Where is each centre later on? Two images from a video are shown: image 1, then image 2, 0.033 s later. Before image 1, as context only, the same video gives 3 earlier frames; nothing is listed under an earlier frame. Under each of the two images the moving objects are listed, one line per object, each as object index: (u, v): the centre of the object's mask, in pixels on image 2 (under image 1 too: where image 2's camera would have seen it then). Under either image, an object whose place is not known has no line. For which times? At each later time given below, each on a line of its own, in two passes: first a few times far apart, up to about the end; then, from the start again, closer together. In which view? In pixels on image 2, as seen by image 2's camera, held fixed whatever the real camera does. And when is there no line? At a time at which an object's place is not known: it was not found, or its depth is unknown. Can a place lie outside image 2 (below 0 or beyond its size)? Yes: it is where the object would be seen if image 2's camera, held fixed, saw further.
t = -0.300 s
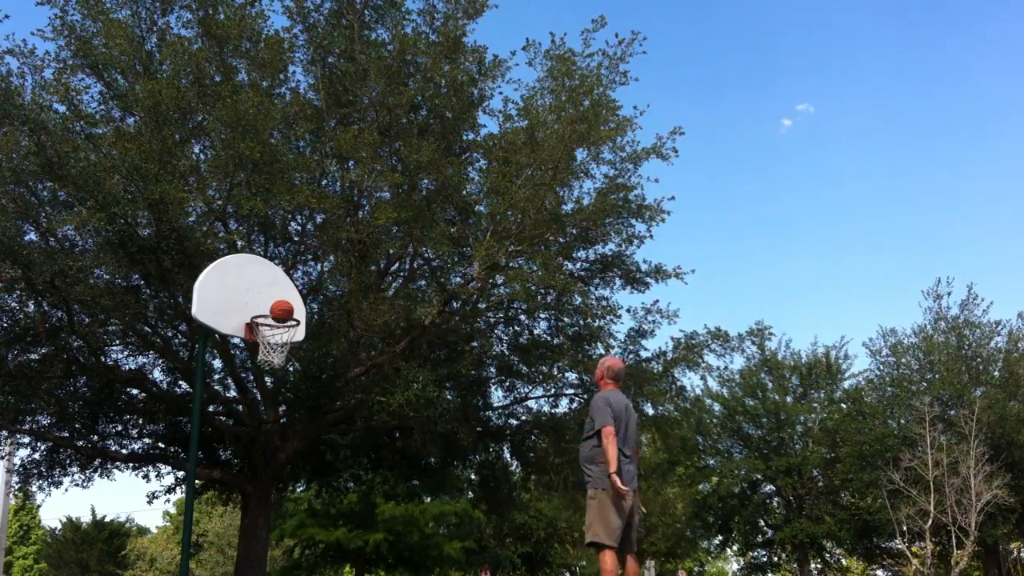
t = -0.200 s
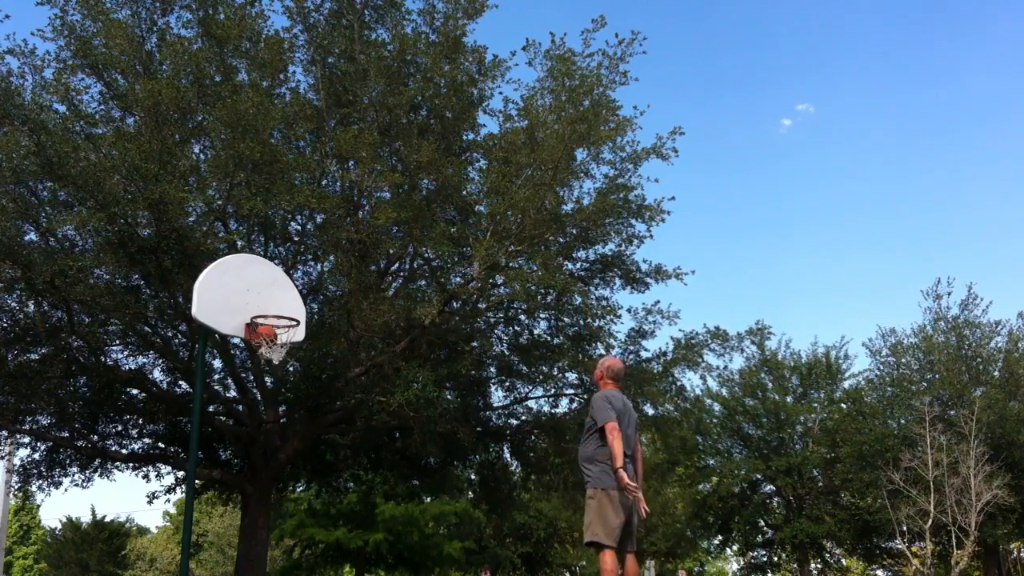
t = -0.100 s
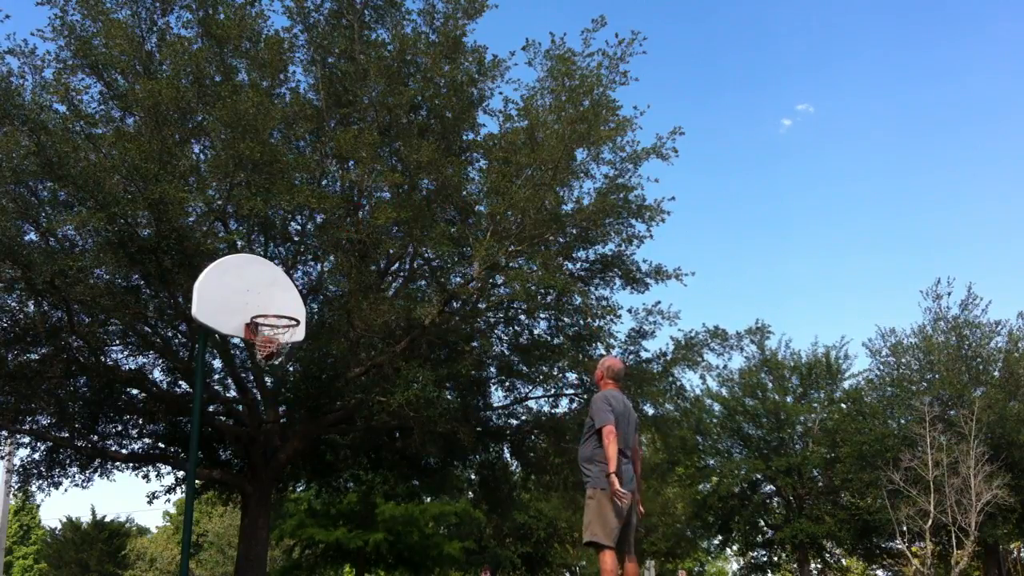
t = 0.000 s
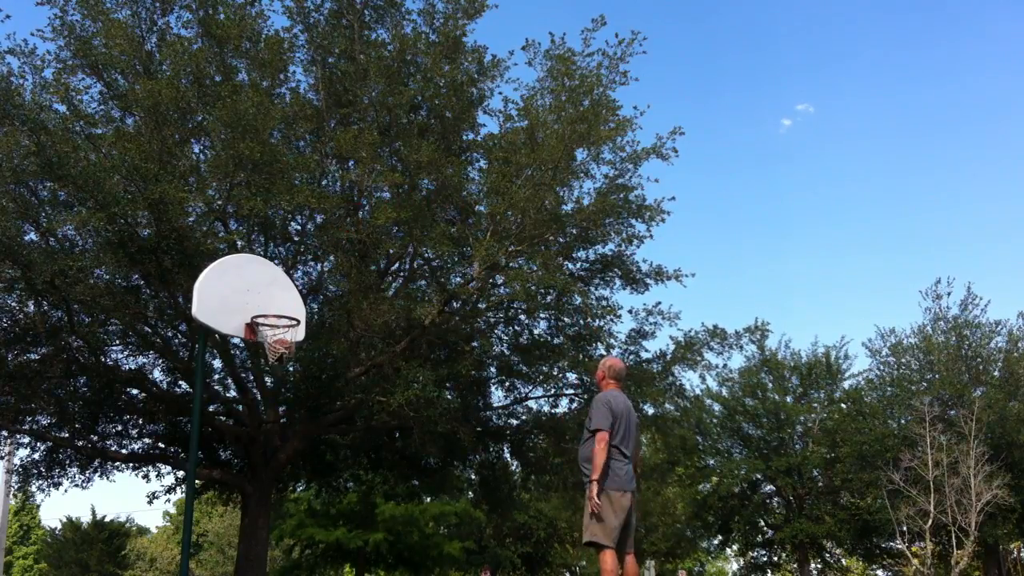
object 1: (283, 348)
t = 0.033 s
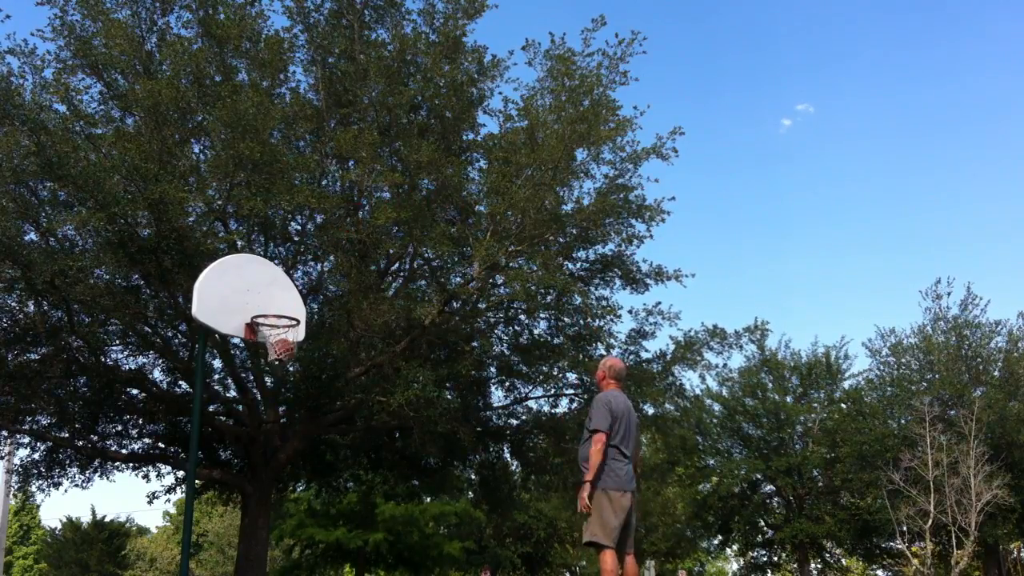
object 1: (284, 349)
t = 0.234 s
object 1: (283, 347)
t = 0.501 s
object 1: (264, 366)
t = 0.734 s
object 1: (249, 434)
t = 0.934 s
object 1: (232, 540)
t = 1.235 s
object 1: (225, 546)
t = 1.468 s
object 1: (226, 494)
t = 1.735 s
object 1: (223, 498)
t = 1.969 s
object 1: (216, 563)
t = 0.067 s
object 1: (284, 349)
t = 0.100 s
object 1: (285, 349)
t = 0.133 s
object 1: (286, 348)
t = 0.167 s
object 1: (286, 348)
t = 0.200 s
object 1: (284, 347)
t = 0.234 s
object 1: (283, 347)
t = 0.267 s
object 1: (281, 347)
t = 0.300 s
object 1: (279, 348)
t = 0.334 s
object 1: (277, 350)
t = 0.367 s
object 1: (274, 351)
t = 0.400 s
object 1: (271, 354)
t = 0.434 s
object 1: (267, 363)
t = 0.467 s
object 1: (266, 364)
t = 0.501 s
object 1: (264, 366)
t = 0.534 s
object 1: (263, 373)
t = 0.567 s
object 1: (260, 381)
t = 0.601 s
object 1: (257, 388)
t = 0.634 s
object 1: (256, 399)
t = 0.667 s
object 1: (254, 409)
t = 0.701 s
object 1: (251, 421)
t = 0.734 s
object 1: (249, 434)
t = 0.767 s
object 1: (246, 449)
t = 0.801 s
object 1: (243, 464)
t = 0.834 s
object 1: (240, 480)
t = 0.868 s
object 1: (237, 500)
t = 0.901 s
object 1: (235, 520)
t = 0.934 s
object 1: (232, 540)
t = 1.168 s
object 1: (224, 568)
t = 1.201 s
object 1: (224, 558)
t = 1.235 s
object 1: (225, 546)
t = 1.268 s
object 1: (226, 535)
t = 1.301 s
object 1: (226, 525)
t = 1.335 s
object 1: (226, 517)
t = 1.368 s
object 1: (226, 509)
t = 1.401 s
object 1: (227, 503)
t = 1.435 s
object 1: (226, 497)
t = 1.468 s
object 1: (226, 494)
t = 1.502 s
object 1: (226, 491)
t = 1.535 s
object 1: (226, 490)
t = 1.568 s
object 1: (226, 489)
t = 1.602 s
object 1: (225, 489)
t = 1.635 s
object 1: (225, 490)
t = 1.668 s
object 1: (224, 491)
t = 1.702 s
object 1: (224, 493)
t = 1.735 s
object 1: (223, 498)
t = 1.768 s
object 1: (222, 504)
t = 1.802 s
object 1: (221, 510)
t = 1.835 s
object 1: (220, 519)
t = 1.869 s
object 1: (218, 529)
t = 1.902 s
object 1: (218, 539)
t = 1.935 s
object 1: (217, 550)
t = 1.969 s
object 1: (216, 563)
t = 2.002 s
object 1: (215, 571)
